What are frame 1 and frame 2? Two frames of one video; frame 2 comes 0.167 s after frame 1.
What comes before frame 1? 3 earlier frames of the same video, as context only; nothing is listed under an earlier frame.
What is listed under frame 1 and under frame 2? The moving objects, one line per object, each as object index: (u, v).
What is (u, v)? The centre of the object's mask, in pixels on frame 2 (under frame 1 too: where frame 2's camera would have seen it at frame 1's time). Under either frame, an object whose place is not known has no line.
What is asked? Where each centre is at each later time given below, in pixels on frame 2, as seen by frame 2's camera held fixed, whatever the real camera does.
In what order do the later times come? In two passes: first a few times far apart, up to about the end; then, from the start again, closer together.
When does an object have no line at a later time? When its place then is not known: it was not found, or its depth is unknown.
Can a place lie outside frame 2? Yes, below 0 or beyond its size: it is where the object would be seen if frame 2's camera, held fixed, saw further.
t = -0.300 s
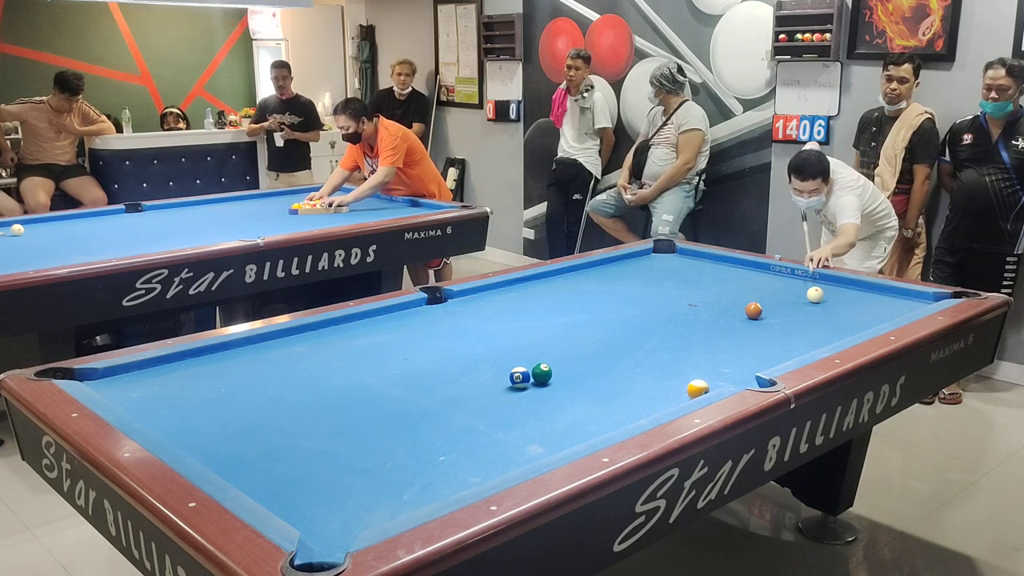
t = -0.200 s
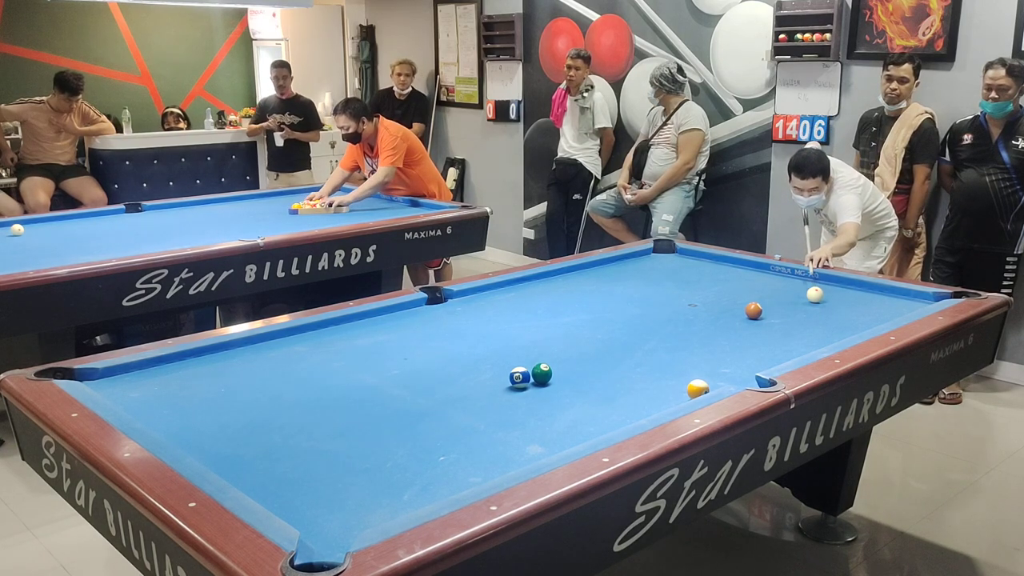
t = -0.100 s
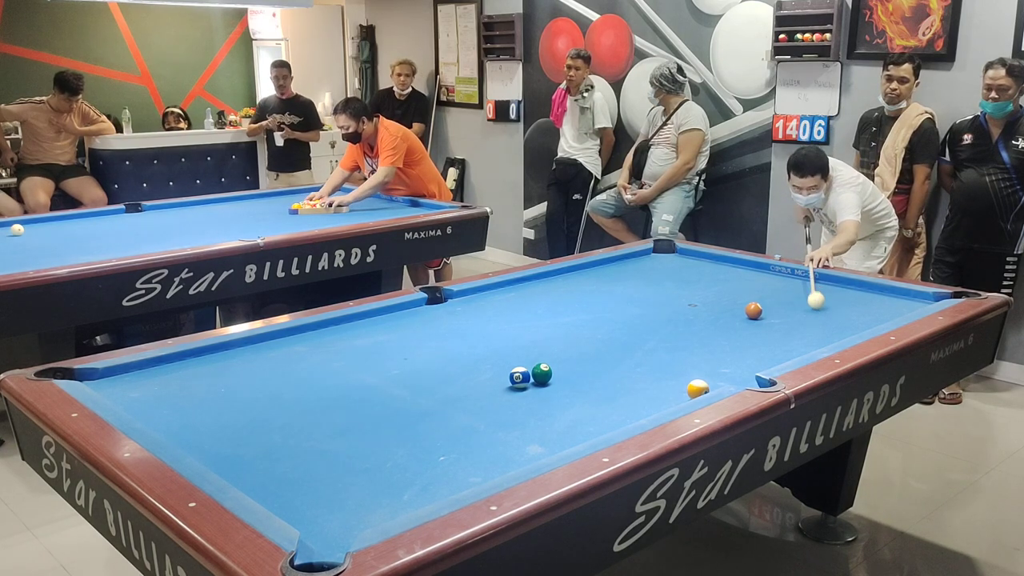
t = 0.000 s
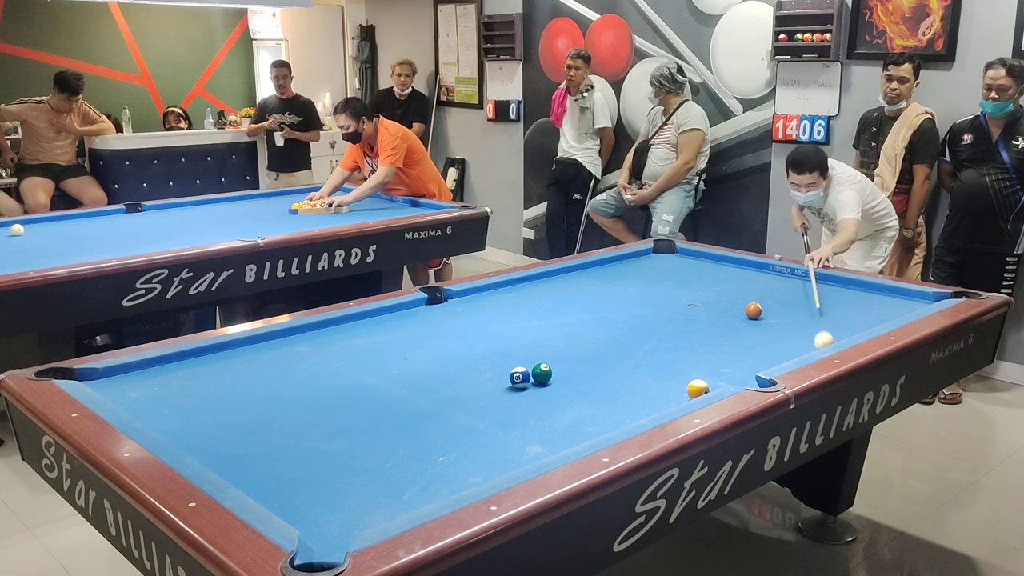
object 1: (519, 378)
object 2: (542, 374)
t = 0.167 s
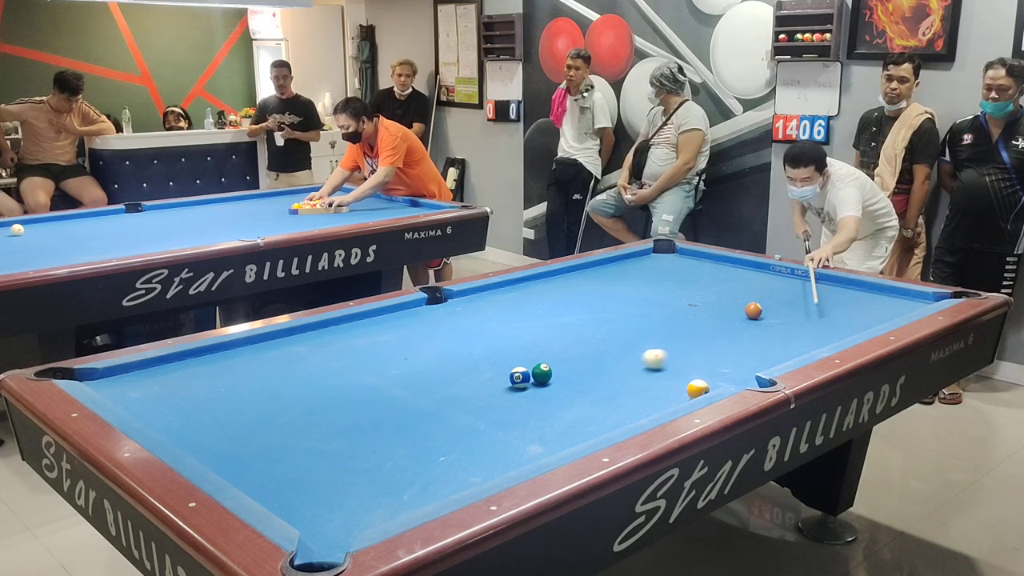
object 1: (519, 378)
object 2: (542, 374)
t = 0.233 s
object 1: (520, 378)
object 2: (542, 374)
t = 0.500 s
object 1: (376, 405)
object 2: (564, 396)
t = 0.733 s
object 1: (234, 431)
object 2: (590, 417)
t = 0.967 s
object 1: (221, 426)
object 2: (600, 426)
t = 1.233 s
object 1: (291, 402)
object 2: (579, 420)
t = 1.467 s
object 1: (344, 385)
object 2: (561, 414)
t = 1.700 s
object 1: (390, 369)
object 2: (546, 408)
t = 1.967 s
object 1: (436, 353)
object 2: (530, 402)
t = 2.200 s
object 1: (471, 341)
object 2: (518, 398)
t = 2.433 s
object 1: (504, 330)
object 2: (508, 394)
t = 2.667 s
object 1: (532, 320)
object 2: (499, 390)
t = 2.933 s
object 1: (562, 310)
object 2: (490, 387)
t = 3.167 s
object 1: (585, 303)
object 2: (484, 384)
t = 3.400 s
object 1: (606, 296)
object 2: (480, 382)
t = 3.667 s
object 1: (628, 288)
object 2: (477, 380)
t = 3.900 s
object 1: (646, 283)
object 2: (474, 379)
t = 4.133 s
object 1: (661, 277)
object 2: (473, 379)
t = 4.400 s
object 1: (679, 271)
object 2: (474, 379)
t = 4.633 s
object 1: (691, 267)
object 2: (474, 379)
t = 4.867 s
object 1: (704, 263)
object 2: (474, 379)
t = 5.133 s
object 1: (716, 259)
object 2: (474, 379)
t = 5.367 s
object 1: (714, 259)
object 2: (474, 379)
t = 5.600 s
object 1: (706, 260)
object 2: (474, 379)
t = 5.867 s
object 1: (696, 261)
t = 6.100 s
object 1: (693, 263)
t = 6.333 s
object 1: (687, 265)
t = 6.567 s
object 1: (683, 265)
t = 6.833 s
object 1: (680, 266)
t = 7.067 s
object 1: (677, 267)
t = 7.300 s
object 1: (676, 267)
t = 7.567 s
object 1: (675, 267)
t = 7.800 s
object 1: (675, 268)
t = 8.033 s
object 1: (675, 268)
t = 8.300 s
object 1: (675, 268)
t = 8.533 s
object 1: (675, 268)
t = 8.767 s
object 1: (675, 268)
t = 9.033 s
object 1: (675, 268)
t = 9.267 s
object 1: (675, 268)
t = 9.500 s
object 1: (675, 268)
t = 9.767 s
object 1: (675, 267)
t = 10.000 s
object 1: (675, 267)
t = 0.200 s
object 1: (520, 378)
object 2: (542, 374)
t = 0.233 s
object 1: (520, 378)
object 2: (542, 374)
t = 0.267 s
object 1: (519, 378)
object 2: (539, 375)
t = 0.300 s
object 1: (497, 382)
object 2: (543, 379)
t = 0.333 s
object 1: (475, 386)
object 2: (547, 382)
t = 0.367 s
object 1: (453, 390)
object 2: (550, 385)
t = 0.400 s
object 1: (434, 395)
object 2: (554, 388)
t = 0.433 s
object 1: (413, 398)
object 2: (557, 391)
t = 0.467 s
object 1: (394, 402)
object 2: (561, 393)
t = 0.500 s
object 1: (376, 405)
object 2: (564, 396)
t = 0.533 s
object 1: (357, 408)
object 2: (568, 399)
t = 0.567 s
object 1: (337, 412)
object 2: (572, 402)
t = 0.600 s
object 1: (317, 415)
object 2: (575, 405)
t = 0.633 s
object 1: (298, 420)
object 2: (579, 408)
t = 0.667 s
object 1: (277, 423)
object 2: (583, 411)
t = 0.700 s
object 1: (255, 427)
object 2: (587, 414)
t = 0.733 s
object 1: (234, 431)
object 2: (590, 417)
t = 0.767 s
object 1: (213, 435)
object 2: (594, 420)
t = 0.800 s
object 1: (190, 440)
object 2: (598, 423)
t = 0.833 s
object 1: (179, 439)
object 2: (601, 424)
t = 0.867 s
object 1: (191, 437)
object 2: (605, 426)
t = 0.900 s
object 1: (202, 433)
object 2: (606, 426)
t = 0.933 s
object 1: (212, 430)
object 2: (603, 426)
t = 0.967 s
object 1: (221, 426)
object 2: (600, 426)
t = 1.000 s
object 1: (230, 423)
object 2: (598, 426)
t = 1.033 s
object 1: (239, 420)
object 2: (595, 426)
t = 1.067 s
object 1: (249, 417)
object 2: (592, 425)
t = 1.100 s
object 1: (258, 414)
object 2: (589, 424)
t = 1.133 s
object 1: (266, 411)
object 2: (587, 423)
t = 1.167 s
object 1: (275, 408)
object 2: (584, 422)
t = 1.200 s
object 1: (283, 405)
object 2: (581, 421)
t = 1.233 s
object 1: (291, 402)
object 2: (579, 420)
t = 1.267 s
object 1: (299, 400)
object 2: (576, 419)
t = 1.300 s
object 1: (307, 397)
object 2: (574, 418)
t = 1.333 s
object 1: (315, 395)
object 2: (571, 417)
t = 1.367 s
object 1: (322, 392)
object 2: (569, 417)
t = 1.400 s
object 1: (330, 389)
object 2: (566, 416)
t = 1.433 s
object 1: (337, 387)
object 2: (564, 415)
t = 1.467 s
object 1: (344, 385)
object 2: (561, 414)
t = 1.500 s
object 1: (351, 382)
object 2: (559, 413)
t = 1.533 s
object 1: (358, 380)
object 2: (557, 412)
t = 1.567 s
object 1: (364, 378)
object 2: (554, 411)
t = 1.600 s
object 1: (371, 375)
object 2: (552, 411)
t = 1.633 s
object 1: (378, 373)
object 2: (550, 410)
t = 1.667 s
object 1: (384, 371)
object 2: (548, 409)
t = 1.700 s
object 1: (390, 369)
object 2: (546, 408)
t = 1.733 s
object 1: (396, 367)
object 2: (544, 407)
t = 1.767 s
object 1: (402, 365)
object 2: (542, 407)
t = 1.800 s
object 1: (408, 362)
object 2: (540, 406)
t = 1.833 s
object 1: (414, 361)
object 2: (538, 405)
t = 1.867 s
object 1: (420, 358)
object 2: (536, 404)
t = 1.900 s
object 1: (425, 357)
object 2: (534, 404)
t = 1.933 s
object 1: (431, 355)
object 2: (532, 403)
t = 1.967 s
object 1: (436, 353)
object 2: (530, 402)
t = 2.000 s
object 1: (441, 351)
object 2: (528, 402)
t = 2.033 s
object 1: (446, 350)
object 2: (527, 401)
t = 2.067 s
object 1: (452, 348)
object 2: (527, 399)
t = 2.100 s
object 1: (457, 346)
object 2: (524, 395)
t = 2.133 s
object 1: (462, 344)
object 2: (520, 396)
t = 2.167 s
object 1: (467, 342)
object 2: (519, 398)
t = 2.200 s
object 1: (471, 341)
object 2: (518, 398)
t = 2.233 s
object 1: (477, 339)
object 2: (516, 397)
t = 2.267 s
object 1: (481, 338)
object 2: (515, 397)
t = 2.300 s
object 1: (485, 336)
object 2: (513, 396)
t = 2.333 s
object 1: (490, 335)
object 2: (512, 396)
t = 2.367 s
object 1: (495, 333)
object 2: (510, 395)
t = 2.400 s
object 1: (499, 331)
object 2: (509, 394)
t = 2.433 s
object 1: (504, 330)
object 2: (508, 394)
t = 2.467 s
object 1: (508, 329)
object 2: (506, 393)
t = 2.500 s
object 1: (512, 327)
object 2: (505, 393)
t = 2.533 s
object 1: (516, 326)
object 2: (504, 392)
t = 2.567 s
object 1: (520, 325)
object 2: (502, 392)
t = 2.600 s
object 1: (524, 323)
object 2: (501, 391)
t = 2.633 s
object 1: (528, 322)
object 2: (500, 391)
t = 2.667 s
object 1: (532, 320)
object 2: (499, 390)
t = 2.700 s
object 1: (536, 319)
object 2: (497, 390)
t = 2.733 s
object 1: (540, 318)
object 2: (496, 389)
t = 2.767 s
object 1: (544, 316)
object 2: (495, 389)
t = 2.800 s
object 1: (547, 315)
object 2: (494, 388)
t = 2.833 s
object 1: (551, 314)
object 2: (493, 388)
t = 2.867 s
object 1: (554, 313)
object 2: (492, 388)
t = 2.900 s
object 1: (558, 312)
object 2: (491, 387)
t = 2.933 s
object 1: (562, 310)
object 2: (490, 387)
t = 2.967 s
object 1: (565, 309)
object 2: (489, 386)
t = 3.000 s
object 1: (569, 308)
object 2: (488, 386)
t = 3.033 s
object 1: (572, 307)
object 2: (488, 386)
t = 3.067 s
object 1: (575, 306)
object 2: (487, 385)
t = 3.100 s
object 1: (578, 305)
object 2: (486, 385)
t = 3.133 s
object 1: (582, 304)
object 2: (485, 385)
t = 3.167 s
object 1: (585, 303)
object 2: (484, 384)
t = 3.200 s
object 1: (588, 302)
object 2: (484, 384)
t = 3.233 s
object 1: (591, 301)
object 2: (483, 383)
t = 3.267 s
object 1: (594, 300)
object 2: (482, 383)
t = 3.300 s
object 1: (597, 298)
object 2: (482, 383)
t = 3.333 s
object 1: (600, 297)
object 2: (481, 383)
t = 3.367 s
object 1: (603, 296)
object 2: (481, 382)
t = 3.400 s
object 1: (606, 296)
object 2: (480, 382)
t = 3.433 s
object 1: (609, 294)
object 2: (479, 382)
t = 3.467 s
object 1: (612, 293)
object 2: (479, 382)
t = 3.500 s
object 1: (614, 293)
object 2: (479, 381)
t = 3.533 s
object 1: (617, 292)
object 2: (478, 381)
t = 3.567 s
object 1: (620, 291)
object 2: (478, 381)
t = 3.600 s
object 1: (623, 290)
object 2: (477, 381)
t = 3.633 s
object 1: (625, 289)
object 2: (477, 380)
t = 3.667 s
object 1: (628, 288)
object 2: (477, 380)
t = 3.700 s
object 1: (631, 287)
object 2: (476, 380)
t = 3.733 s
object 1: (633, 286)
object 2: (476, 380)
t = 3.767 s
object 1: (636, 286)
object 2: (476, 380)
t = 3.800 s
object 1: (638, 285)
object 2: (475, 380)
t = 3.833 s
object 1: (640, 284)
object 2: (475, 380)
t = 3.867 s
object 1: (643, 283)
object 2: (475, 380)
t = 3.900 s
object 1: (646, 283)
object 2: (474, 379)
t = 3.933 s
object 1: (648, 282)
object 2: (474, 379)
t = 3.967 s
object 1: (650, 281)
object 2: (474, 379)
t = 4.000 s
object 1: (653, 280)
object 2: (474, 379)
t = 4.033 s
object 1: (655, 279)
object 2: (474, 379)
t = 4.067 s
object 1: (657, 278)
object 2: (473, 379)
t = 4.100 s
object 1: (659, 278)
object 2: (473, 379)
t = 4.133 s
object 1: (661, 277)
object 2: (473, 379)
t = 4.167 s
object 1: (664, 276)
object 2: (473, 379)
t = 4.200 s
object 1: (666, 276)
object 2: (473, 379)
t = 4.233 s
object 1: (668, 275)
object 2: (473, 379)
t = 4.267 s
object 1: (670, 275)
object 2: (473, 379)
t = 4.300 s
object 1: (672, 274)
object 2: (473, 379)
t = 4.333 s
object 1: (675, 273)
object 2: (474, 379)
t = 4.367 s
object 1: (676, 272)
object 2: (474, 379)
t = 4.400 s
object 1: (679, 271)
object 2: (474, 379)
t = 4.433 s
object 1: (681, 271)
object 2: (474, 379)
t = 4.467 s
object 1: (683, 270)
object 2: (474, 379)
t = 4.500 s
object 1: (684, 270)
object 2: (474, 379)
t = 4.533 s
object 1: (686, 269)
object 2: (474, 379)
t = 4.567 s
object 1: (688, 268)
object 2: (474, 379)
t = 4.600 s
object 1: (690, 268)
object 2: (474, 379)
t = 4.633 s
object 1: (691, 267)
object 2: (474, 379)
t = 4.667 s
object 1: (693, 267)
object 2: (474, 379)
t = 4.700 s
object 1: (695, 266)
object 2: (474, 379)
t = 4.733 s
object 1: (697, 266)
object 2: (474, 379)
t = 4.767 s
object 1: (699, 265)
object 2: (474, 379)
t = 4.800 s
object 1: (701, 264)
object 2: (474, 379)
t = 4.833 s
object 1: (702, 263)
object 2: (474, 379)
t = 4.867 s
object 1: (704, 263)
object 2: (474, 379)
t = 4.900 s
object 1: (706, 263)
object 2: (474, 379)
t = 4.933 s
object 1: (707, 262)
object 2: (474, 379)
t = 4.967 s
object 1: (709, 262)
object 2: (474, 379)
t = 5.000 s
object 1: (710, 261)
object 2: (474, 379)
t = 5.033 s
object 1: (712, 260)
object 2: (474, 378)
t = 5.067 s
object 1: (713, 260)
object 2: (474, 378)
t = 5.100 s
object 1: (715, 260)
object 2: (474, 378)
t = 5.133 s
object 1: (716, 259)
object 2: (474, 379)
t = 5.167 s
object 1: (718, 259)
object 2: (474, 379)
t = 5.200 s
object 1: (719, 258)
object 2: (474, 379)
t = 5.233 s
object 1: (718, 258)
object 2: (474, 379)
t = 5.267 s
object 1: (718, 259)
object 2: (474, 379)
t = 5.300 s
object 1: (717, 259)
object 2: (474, 379)
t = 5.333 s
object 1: (716, 259)
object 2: (474, 379)
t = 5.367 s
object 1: (714, 259)
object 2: (474, 379)
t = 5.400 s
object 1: (713, 259)
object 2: (474, 379)
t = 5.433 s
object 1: (712, 259)
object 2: (474, 379)
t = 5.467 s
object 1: (711, 260)
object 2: (474, 379)
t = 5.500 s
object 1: (709, 260)
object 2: (474, 379)
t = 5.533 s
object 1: (708, 260)
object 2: (474, 379)
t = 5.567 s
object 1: (707, 260)
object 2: (474, 379)
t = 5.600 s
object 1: (706, 260)
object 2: (474, 379)
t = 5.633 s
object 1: (705, 261)
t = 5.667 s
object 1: (704, 261)
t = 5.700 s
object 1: (703, 261)
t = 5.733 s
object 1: (702, 261)
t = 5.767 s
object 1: (701, 261)
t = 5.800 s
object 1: (701, 262)
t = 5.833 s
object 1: (700, 262)
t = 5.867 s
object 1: (696, 261)
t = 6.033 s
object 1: (695, 261)
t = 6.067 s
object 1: (693, 263)
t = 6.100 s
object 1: (693, 263)
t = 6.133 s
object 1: (692, 263)
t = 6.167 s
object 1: (691, 264)
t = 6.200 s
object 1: (691, 264)
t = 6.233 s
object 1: (690, 264)
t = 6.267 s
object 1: (689, 264)
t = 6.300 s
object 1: (688, 265)
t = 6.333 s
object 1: (687, 265)
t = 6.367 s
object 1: (687, 265)
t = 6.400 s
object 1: (686, 265)
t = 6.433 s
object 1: (686, 265)
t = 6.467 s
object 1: (685, 265)
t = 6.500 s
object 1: (685, 265)
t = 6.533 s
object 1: (684, 265)
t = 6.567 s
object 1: (683, 265)
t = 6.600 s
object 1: (683, 265)
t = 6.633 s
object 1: (683, 265)
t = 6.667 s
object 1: (682, 265)
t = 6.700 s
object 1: (681, 265)
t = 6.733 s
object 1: (681, 266)
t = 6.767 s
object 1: (680, 266)
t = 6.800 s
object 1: (680, 266)
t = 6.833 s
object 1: (680, 266)
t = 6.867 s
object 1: (679, 266)
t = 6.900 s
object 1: (679, 266)
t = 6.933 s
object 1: (678, 266)
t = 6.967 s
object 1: (678, 266)
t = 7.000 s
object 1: (677, 266)
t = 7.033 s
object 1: (677, 266)
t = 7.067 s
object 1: (677, 267)
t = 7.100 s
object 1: (677, 267)
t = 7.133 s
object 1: (677, 267)
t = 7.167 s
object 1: (677, 267)
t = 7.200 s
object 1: (677, 267)
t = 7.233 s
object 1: (676, 267)
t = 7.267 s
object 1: (676, 267)
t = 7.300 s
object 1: (676, 267)
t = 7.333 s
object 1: (676, 267)
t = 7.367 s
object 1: (676, 267)
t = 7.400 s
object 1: (676, 267)
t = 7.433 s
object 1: (675, 267)
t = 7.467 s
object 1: (675, 267)
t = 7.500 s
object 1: (675, 267)
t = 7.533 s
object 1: (675, 267)
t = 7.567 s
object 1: (675, 267)
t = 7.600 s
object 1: (675, 267)
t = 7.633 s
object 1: (675, 267)
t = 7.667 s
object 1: (675, 267)
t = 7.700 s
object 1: (675, 268)
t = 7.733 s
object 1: (675, 268)
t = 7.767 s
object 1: (675, 268)
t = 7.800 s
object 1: (675, 268)
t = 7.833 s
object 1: (675, 268)
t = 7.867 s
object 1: (675, 268)
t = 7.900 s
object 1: (675, 268)
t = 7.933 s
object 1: (675, 268)
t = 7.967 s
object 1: (675, 268)
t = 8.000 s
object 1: (675, 268)
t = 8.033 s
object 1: (675, 268)
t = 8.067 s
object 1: (675, 268)
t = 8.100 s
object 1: (675, 268)
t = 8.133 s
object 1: (675, 268)
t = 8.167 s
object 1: (675, 268)
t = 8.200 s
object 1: (675, 268)
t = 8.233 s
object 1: (675, 268)
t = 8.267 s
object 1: (675, 268)
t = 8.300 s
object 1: (675, 268)
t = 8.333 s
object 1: (675, 268)
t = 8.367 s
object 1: (675, 268)
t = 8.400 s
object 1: (675, 268)
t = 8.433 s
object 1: (675, 268)
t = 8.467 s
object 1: (675, 268)
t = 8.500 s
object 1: (675, 268)
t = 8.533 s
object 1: (675, 268)
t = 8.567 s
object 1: (675, 268)
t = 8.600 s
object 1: (675, 267)
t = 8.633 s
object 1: (675, 268)
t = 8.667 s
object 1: (675, 268)
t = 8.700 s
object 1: (675, 268)
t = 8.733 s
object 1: (675, 268)
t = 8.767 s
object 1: (675, 268)
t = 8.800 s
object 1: (675, 268)
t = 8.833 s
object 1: (675, 268)
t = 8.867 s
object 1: (675, 268)
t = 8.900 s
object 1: (675, 268)
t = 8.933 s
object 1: (675, 268)
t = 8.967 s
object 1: (675, 268)
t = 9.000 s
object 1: (675, 268)
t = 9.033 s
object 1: (675, 268)
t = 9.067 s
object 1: (675, 268)
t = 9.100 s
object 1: (675, 268)
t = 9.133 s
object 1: (675, 268)
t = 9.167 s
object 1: (675, 268)
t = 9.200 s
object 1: (675, 268)
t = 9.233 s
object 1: (675, 268)
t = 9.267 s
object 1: (675, 268)
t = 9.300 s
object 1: (675, 268)
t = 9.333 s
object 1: (675, 268)
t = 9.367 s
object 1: (675, 268)
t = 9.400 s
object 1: (675, 268)
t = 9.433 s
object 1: (675, 268)
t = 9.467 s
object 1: (675, 268)
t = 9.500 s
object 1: (675, 268)
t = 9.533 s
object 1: (675, 267)
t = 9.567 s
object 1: (675, 267)
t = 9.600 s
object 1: (675, 267)
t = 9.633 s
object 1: (675, 267)
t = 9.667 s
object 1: (675, 268)
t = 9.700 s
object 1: (675, 267)
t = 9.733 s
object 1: (675, 267)
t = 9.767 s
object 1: (675, 267)
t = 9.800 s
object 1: (675, 267)
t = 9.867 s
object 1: (675, 267)
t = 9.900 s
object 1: (675, 267)
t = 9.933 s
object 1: (675, 267)
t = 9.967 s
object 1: (675, 267)
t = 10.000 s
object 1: (675, 267)
